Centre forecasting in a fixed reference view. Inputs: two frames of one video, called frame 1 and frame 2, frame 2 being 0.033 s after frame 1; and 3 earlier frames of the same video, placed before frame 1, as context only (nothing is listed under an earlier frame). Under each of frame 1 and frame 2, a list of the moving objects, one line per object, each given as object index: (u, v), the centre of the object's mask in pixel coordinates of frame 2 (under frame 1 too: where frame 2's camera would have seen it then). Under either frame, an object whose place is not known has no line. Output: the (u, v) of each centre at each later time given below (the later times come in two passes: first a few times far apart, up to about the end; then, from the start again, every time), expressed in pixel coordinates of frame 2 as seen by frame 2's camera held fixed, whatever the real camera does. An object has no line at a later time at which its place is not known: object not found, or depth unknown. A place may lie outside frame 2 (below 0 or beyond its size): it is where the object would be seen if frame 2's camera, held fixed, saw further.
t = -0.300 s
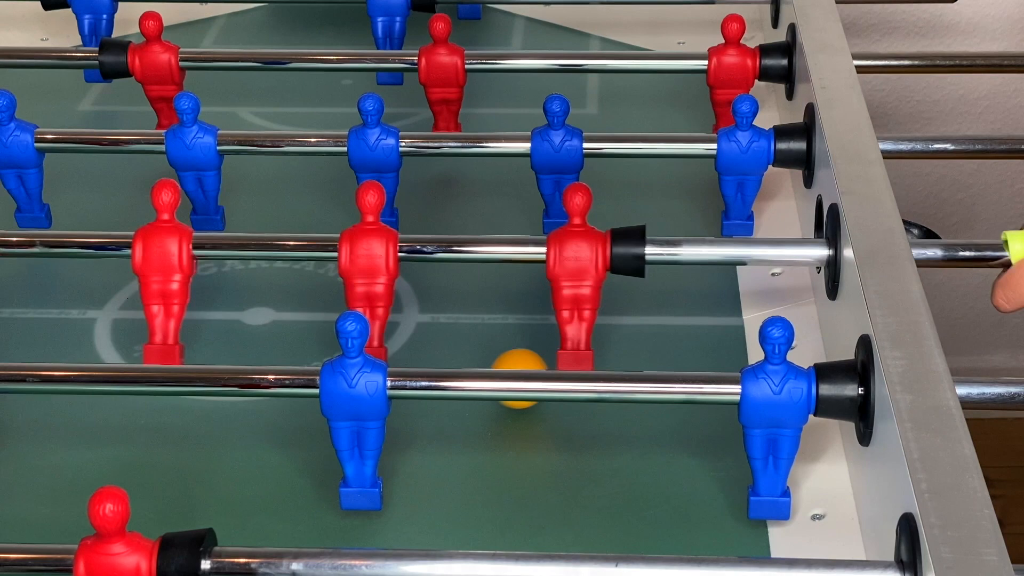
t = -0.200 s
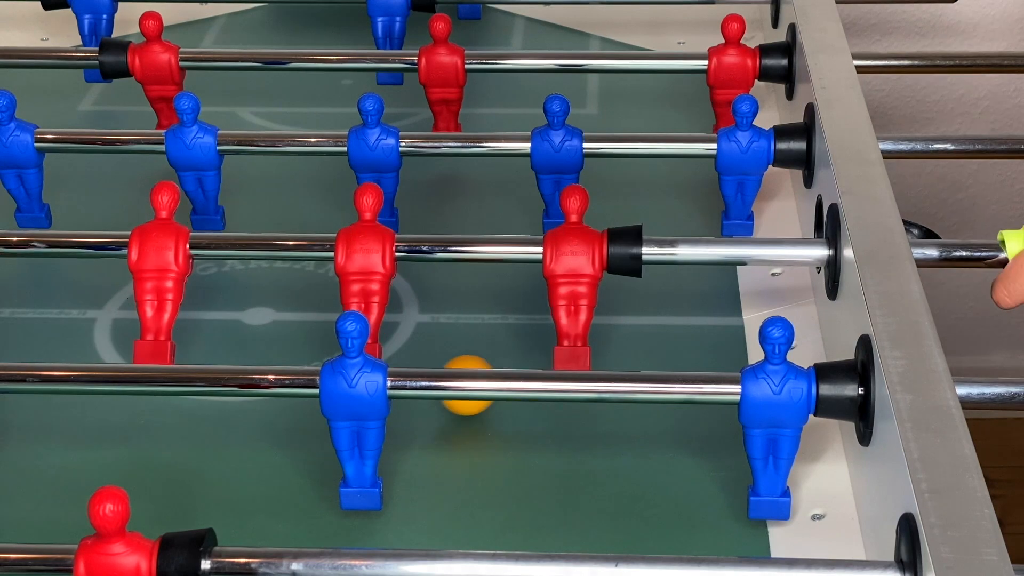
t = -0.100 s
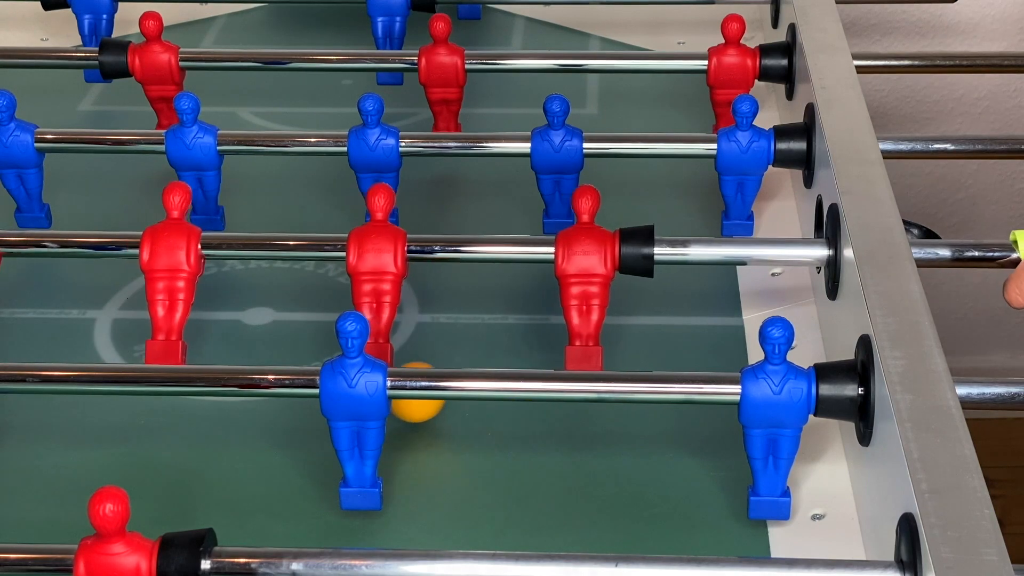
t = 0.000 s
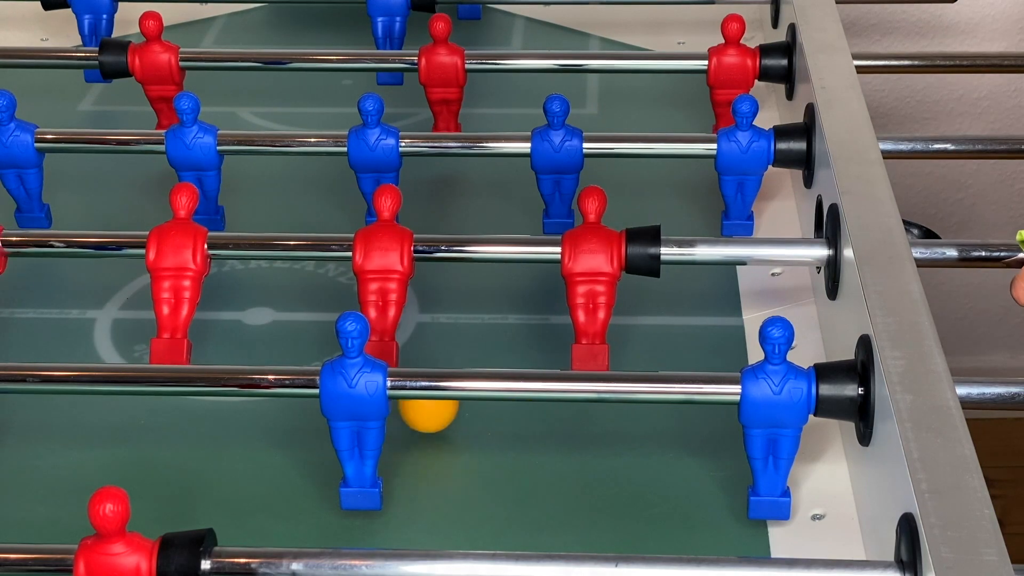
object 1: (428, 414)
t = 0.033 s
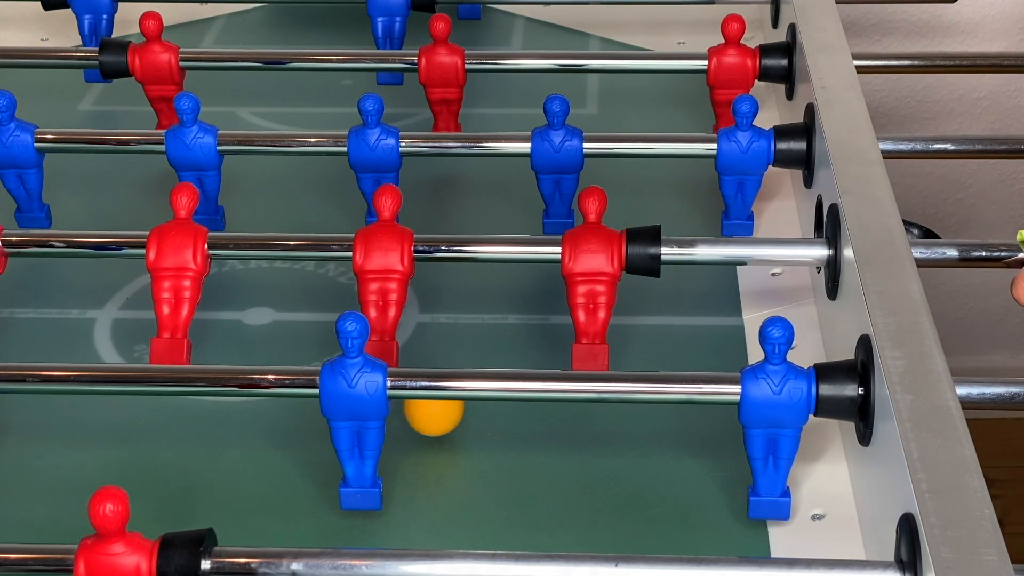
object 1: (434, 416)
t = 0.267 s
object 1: (471, 429)
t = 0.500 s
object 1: (507, 453)
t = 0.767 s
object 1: (546, 480)
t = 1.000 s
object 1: (577, 505)
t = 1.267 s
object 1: (607, 529)
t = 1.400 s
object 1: (624, 536)
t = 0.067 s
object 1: (439, 417)
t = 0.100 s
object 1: (444, 419)
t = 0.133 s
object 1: (450, 421)
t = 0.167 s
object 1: (455, 423)
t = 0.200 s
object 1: (460, 425)
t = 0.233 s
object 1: (466, 427)
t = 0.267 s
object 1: (471, 429)
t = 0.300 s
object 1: (476, 432)
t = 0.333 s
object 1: (481, 436)
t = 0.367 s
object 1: (486, 439)
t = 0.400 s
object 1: (491, 443)
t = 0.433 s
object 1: (497, 447)
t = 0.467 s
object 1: (502, 450)
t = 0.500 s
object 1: (507, 453)
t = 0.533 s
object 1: (512, 457)
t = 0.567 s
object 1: (517, 460)
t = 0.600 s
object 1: (522, 463)
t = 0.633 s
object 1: (527, 466)
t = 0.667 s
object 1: (532, 470)
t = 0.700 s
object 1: (537, 473)
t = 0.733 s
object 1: (542, 477)
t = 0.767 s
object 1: (546, 480)
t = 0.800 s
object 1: (552, 483)
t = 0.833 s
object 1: (557, 487)
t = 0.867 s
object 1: (561, 490)
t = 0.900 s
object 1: (565, 494)
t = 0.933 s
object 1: (569, 498)
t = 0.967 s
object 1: (573, 502)
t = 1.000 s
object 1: (577, 505)
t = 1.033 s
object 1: (581, 509)
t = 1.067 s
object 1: (585, 513)
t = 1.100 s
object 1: (589, 517)
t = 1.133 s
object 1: (592, 520)
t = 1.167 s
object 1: (596, 523)
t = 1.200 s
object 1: (600, 525)
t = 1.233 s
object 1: (603, 527)
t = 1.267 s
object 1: (607, 529)
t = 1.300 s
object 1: (612, 531)
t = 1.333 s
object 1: (616, 533)
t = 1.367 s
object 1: (620, 534)
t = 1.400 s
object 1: (624, 536)
